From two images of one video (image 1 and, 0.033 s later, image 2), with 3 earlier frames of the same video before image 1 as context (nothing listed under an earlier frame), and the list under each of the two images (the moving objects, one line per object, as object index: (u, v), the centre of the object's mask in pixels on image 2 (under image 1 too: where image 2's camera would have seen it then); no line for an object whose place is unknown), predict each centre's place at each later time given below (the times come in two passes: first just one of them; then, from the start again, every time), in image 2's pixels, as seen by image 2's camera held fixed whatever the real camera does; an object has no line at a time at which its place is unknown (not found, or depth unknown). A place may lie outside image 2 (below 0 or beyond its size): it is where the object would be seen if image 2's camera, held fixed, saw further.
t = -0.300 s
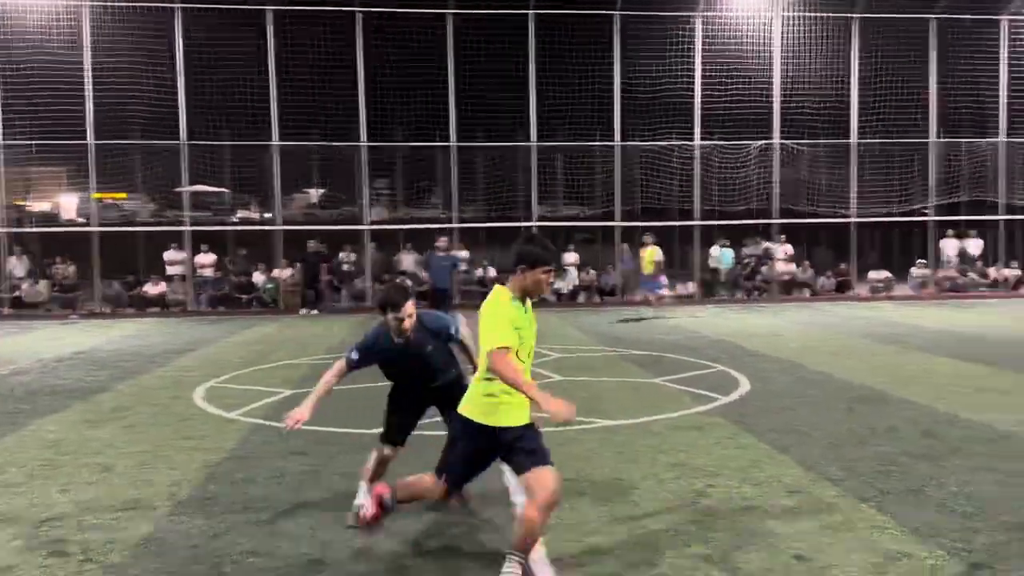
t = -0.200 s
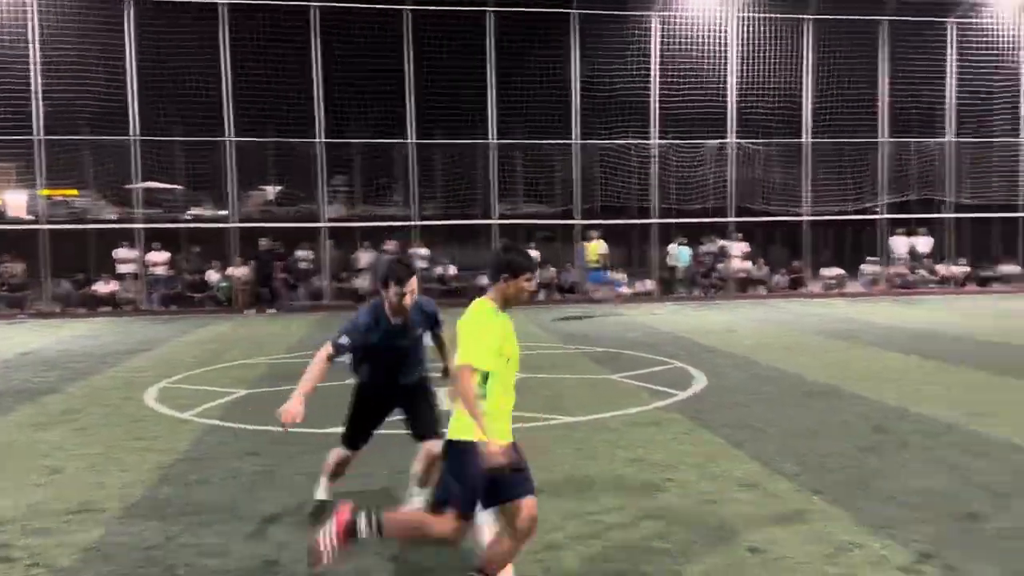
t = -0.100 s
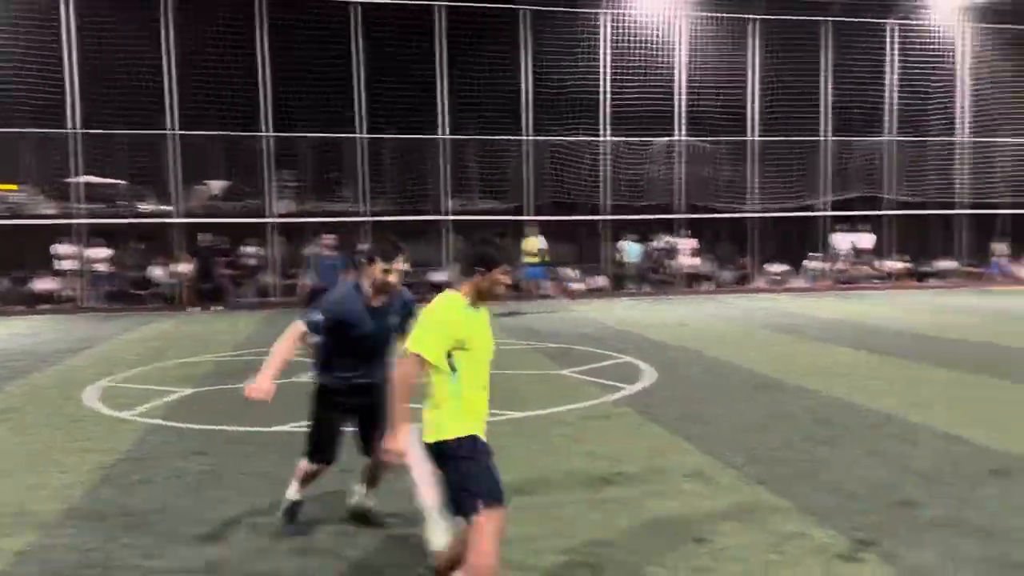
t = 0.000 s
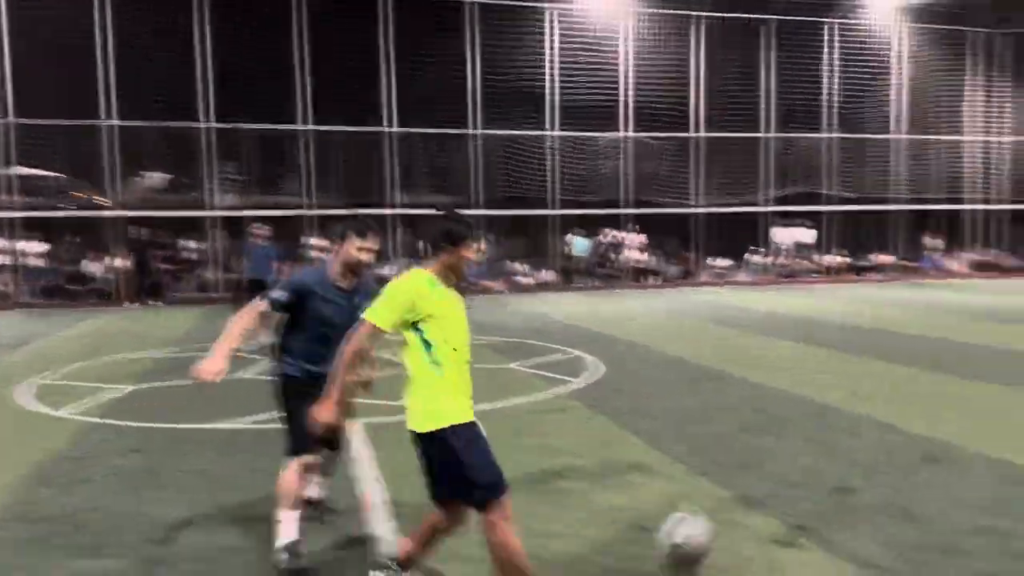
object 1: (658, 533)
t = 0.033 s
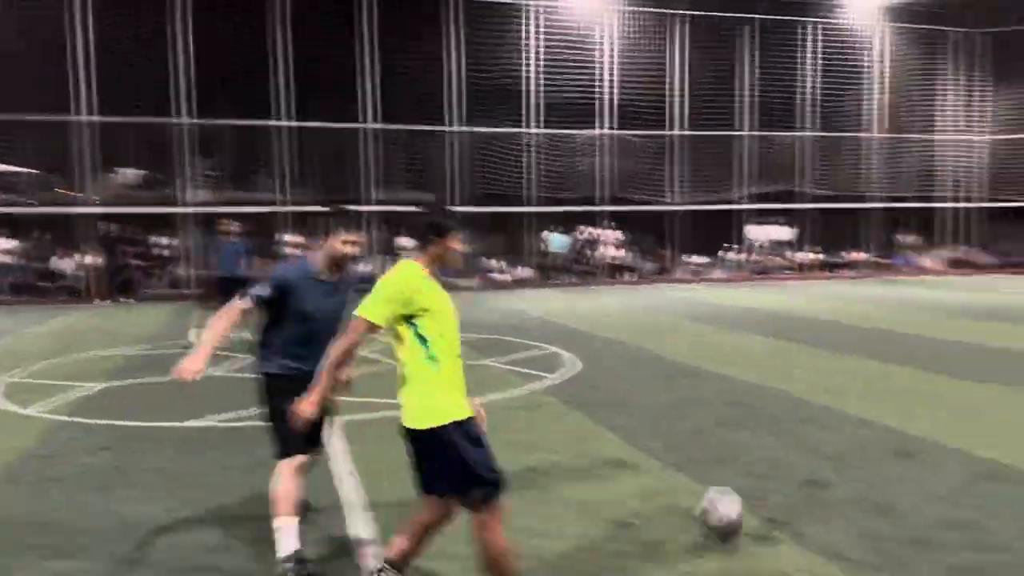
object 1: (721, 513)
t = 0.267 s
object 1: (954, 437)
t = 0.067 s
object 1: (764, 501)
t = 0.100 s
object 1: (805, 486)
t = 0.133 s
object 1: (847, 479)
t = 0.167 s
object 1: (879, 474)
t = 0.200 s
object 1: (907, 459)
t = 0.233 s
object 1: (935, 446)
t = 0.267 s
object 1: (954, 437)
